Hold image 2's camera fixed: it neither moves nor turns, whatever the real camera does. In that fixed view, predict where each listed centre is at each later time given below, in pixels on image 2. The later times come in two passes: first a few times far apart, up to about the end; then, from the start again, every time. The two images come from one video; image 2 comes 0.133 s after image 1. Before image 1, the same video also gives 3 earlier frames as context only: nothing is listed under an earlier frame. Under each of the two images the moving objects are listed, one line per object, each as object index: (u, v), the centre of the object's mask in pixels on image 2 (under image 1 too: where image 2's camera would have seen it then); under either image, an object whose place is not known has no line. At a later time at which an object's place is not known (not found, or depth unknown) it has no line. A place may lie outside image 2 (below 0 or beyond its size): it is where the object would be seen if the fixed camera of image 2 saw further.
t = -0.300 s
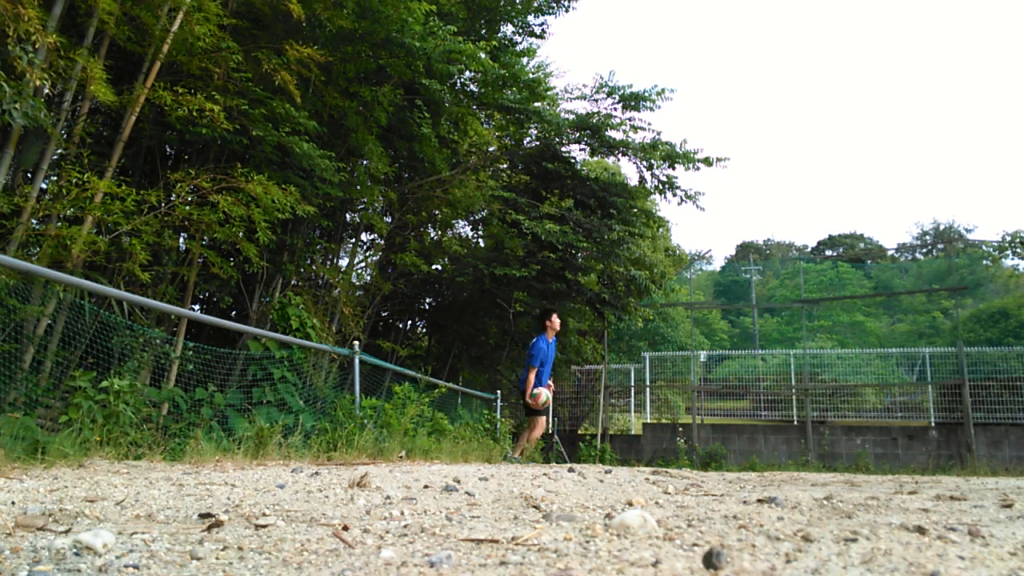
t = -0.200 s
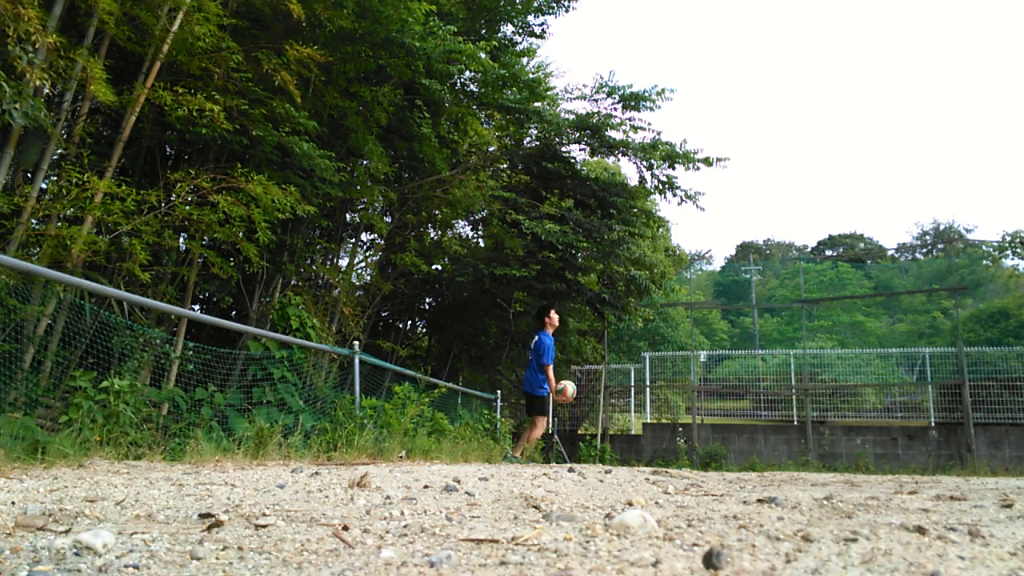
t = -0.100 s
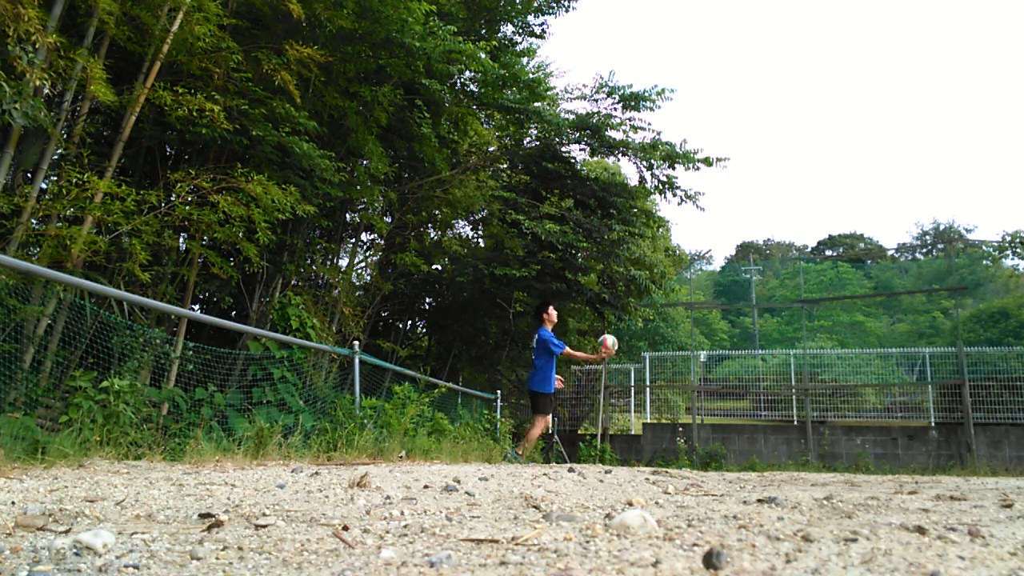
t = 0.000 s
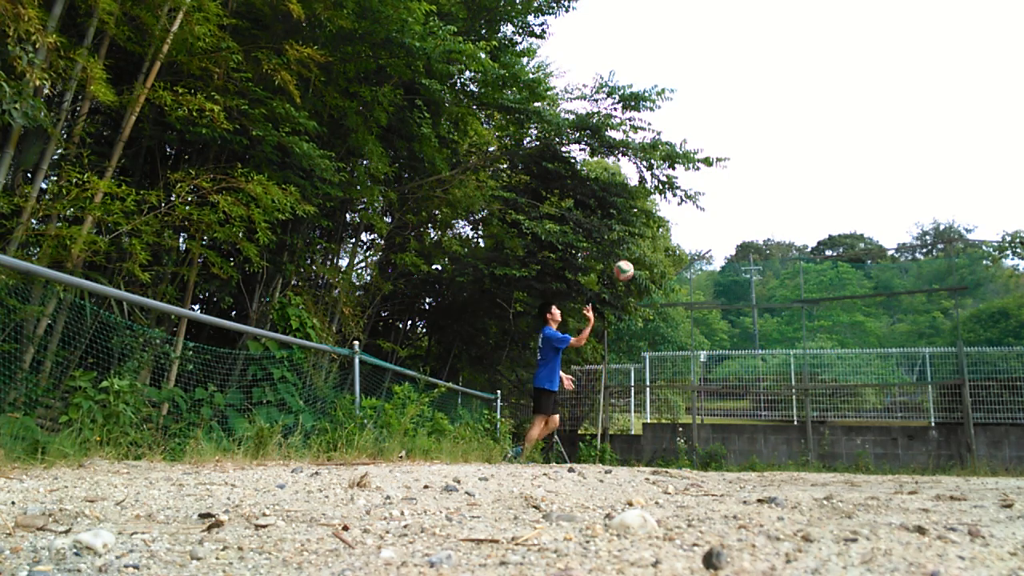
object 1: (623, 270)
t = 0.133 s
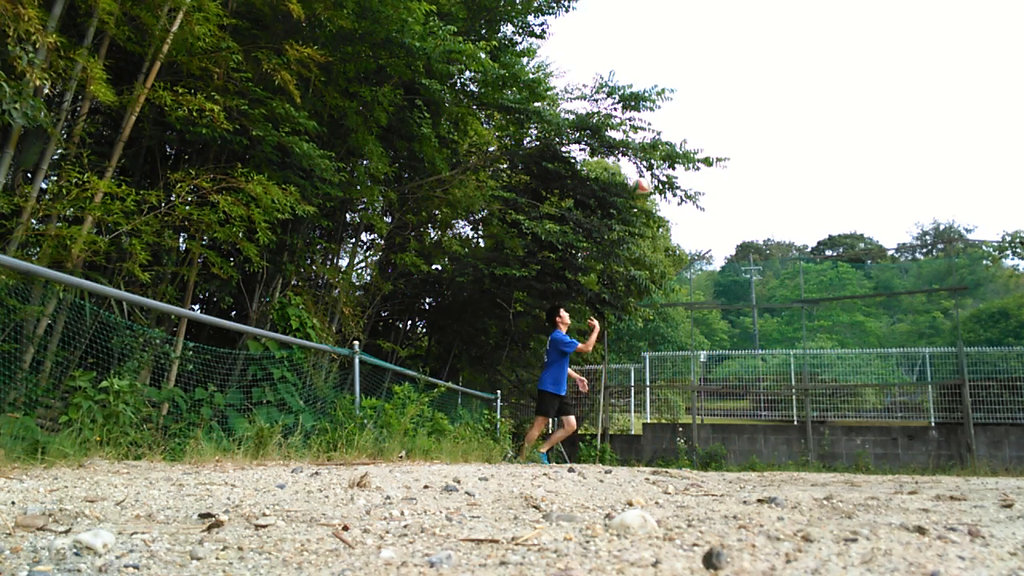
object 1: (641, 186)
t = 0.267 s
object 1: (658, 122)
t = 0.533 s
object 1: (693, 37)
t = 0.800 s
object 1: (729, 10)
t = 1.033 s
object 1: (761, 32)
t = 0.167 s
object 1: (646, 169)
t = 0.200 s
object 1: (651, 151)
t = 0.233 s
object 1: (654, 137)
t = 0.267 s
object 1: (658, 122)
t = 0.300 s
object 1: (662, 108)
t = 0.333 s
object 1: (666, 96)
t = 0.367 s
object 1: (671, 83)
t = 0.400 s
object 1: (675, 72)
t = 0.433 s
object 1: (680, 62)
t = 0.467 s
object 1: (684, 53)
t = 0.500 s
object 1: (688, 44)
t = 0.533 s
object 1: (693, 37)
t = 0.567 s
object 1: (697, 31)
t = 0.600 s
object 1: (702, 25)
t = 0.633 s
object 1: (706, 20)
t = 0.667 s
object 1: (711, 16)
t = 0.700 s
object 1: (715, 14)
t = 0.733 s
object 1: (719, 12)
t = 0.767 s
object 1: (724, 10)
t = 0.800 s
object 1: (729, 10)
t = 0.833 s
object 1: (733, 10)
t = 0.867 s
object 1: (737, 12)
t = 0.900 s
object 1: (743, 14)
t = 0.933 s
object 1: (747, 17)
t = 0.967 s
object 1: (752, 21)
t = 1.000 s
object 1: (756, 26)
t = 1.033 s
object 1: (761, 32)
